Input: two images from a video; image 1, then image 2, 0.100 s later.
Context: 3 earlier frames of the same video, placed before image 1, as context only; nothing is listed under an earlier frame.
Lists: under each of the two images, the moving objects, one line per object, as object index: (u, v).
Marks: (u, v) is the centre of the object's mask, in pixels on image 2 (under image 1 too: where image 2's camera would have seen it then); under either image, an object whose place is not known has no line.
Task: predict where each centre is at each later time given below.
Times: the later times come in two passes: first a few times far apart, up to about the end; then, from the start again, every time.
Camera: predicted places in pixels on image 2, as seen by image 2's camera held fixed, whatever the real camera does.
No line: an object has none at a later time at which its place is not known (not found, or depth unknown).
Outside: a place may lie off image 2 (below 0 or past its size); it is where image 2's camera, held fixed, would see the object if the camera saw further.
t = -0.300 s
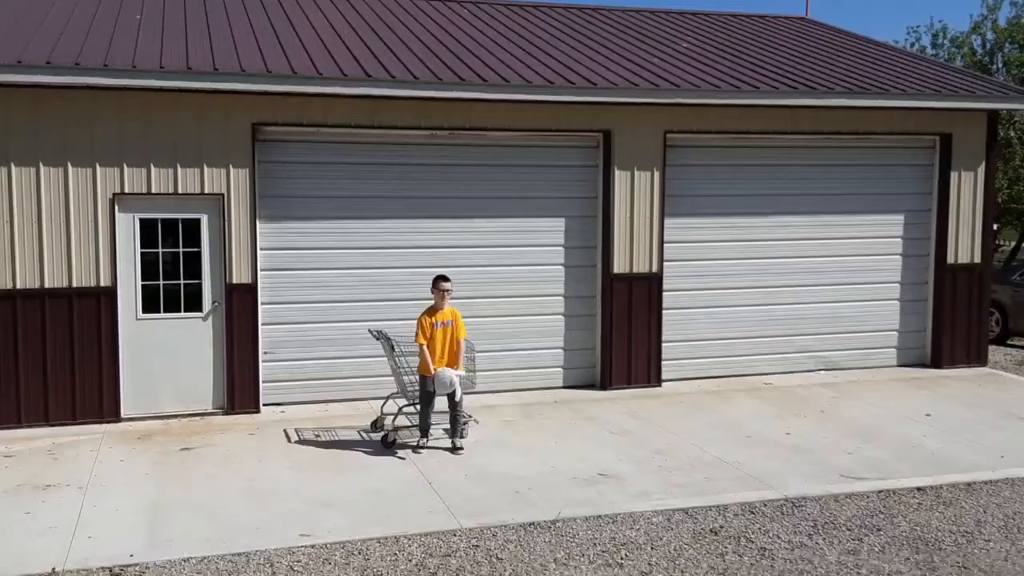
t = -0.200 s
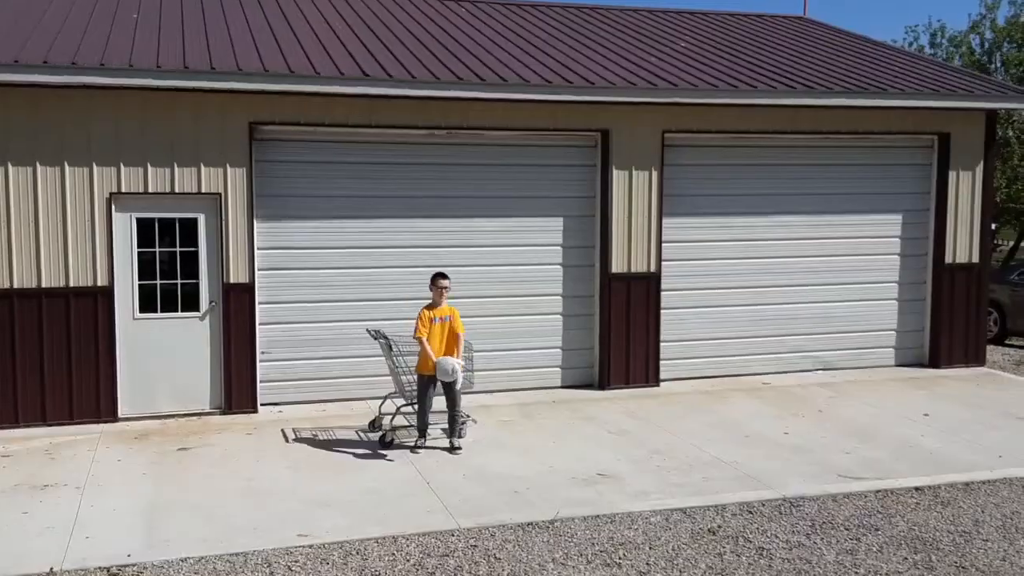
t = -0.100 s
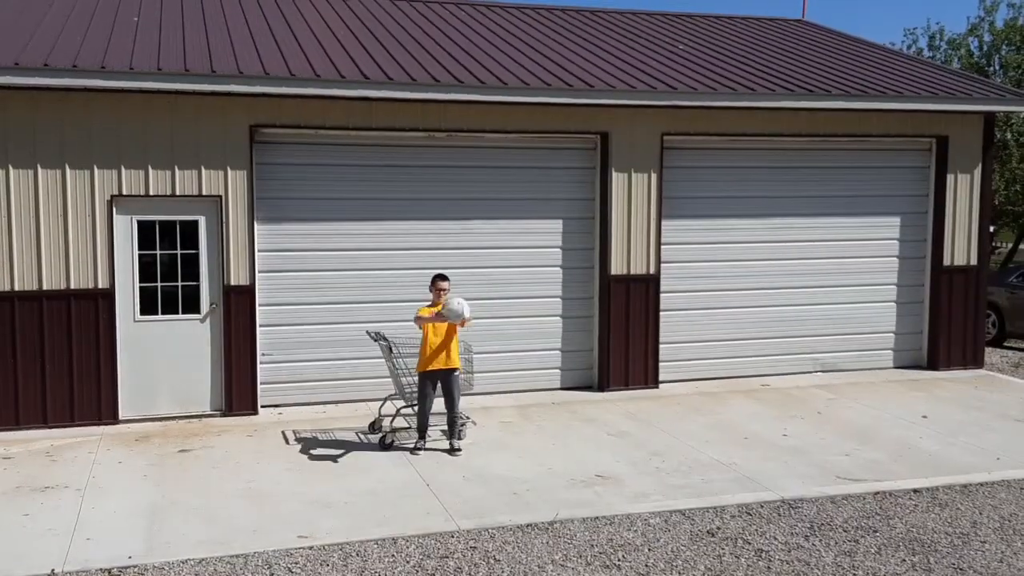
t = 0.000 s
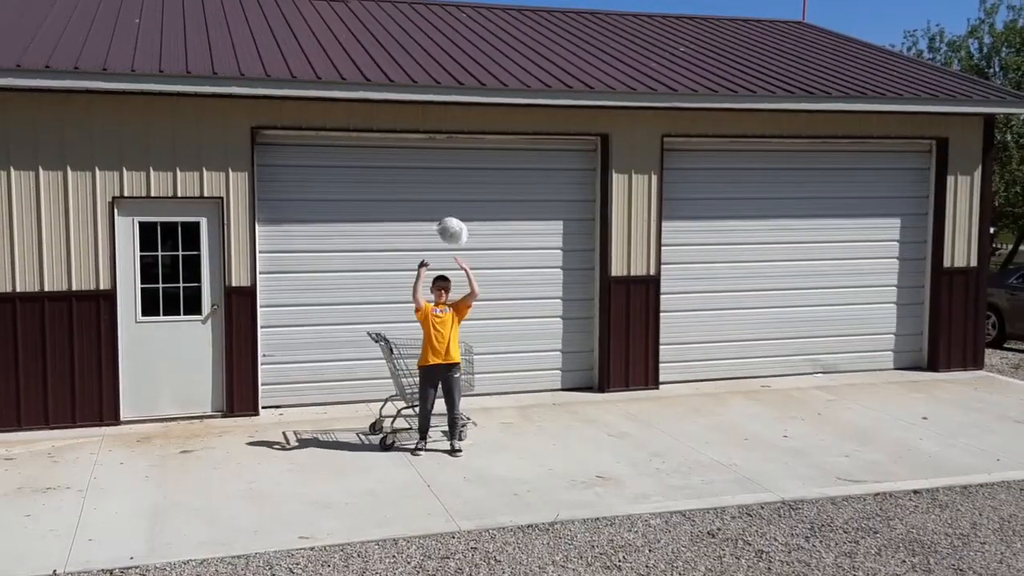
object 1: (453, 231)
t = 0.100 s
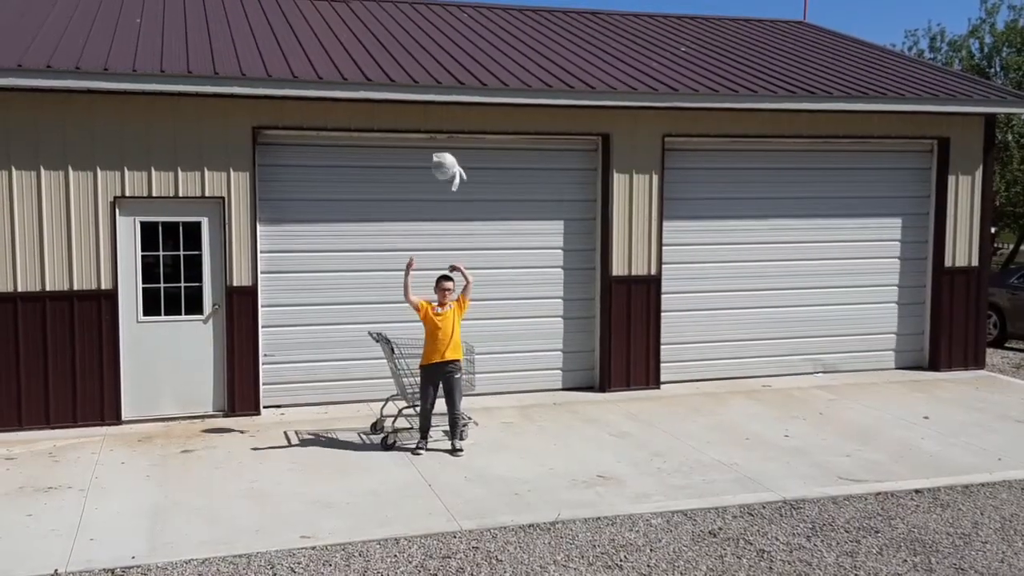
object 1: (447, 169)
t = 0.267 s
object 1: (434, 96)
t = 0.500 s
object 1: (427, 52)
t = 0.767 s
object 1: (418, 52)
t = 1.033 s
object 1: (409, 54)
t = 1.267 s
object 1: (404, 51)
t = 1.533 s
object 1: (407, 52)
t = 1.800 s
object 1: (411, 56)
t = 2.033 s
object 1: (415, 59)
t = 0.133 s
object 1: (445, 151)
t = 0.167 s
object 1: (442, 136)
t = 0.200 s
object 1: (439, 121)
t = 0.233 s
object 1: (436, 108)
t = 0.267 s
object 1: (434, 96)
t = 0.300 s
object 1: (434, 84)
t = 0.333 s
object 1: (432, 76)
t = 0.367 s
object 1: (432, 69)
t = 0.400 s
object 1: (431, 64)
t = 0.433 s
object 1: (430, 58)
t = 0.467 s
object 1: (428, 54)
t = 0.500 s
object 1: (427, 52)
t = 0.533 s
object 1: (425, 51)
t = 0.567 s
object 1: (424, 52)
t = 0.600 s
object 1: (423, 53)
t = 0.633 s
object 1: (422, 55)
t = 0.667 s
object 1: (422, 57)
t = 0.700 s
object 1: (421, 55)
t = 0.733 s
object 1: (420, 53)
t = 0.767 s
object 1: (418, 52)
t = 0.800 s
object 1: (416, 52)
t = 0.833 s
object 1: (413, 54)
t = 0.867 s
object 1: (413, 55)
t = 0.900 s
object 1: (413, 56)
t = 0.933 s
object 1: (412, 55)
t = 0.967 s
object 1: (411, 55)
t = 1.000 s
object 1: (410, 55)
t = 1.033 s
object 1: (409, 54)
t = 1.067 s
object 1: (409, 53)
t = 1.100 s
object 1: (407, 53)
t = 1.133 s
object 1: (406, 53)
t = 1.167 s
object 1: (405, 52)
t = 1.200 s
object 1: (405, 52)
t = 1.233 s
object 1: (404, 51)
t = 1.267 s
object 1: (404, 51)
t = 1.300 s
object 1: (404, 51)
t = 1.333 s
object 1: (404, 51)
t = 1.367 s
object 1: (405, 51)
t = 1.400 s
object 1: (405, 51)
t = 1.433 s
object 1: (405, 52)
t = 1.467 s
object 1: (406, 52)
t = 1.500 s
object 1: (406, 52)
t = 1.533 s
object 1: (407, 52)
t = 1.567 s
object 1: (407, 53)
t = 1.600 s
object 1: (408, 54)
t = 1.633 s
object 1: (409, 54)
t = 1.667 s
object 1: (410, 54)
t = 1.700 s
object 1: (410, 54)
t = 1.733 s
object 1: (410, 55)
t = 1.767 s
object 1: (410, 56)
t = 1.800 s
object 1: (411, 56)
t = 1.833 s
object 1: (411, 56)
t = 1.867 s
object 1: (411, 57)
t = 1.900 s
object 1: (412, 57)
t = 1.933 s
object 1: (412, 58)
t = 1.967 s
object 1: (413, 58)
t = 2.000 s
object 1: (413, 59)
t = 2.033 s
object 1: (415, 59)
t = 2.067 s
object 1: (415, 59)
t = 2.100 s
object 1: (418, 59)
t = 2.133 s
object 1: (419, 59)
